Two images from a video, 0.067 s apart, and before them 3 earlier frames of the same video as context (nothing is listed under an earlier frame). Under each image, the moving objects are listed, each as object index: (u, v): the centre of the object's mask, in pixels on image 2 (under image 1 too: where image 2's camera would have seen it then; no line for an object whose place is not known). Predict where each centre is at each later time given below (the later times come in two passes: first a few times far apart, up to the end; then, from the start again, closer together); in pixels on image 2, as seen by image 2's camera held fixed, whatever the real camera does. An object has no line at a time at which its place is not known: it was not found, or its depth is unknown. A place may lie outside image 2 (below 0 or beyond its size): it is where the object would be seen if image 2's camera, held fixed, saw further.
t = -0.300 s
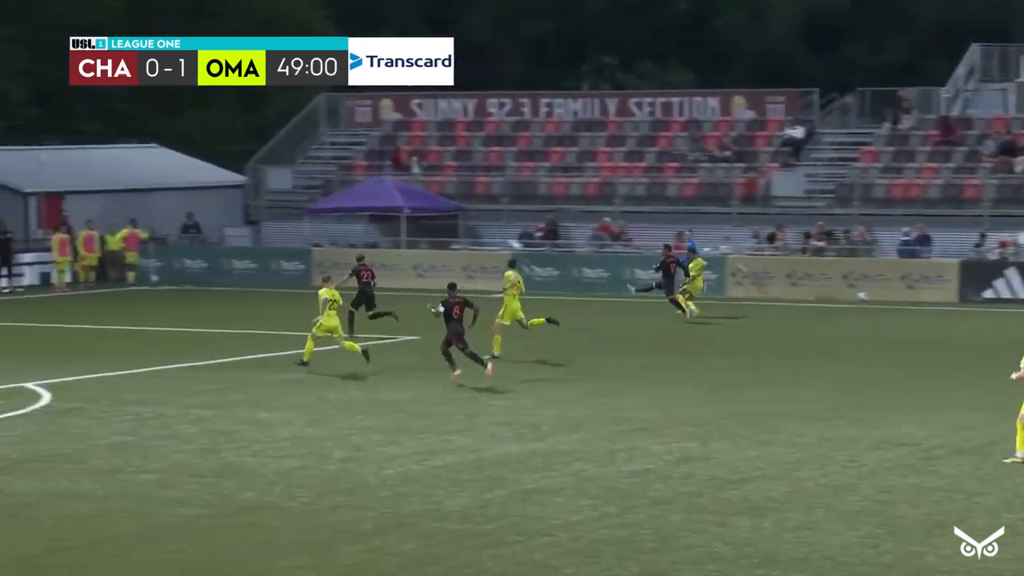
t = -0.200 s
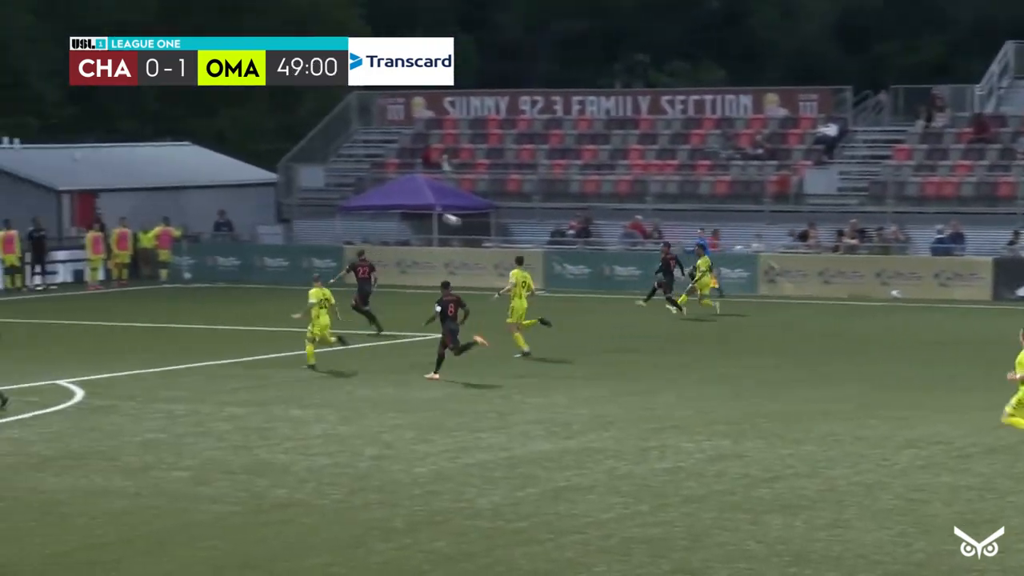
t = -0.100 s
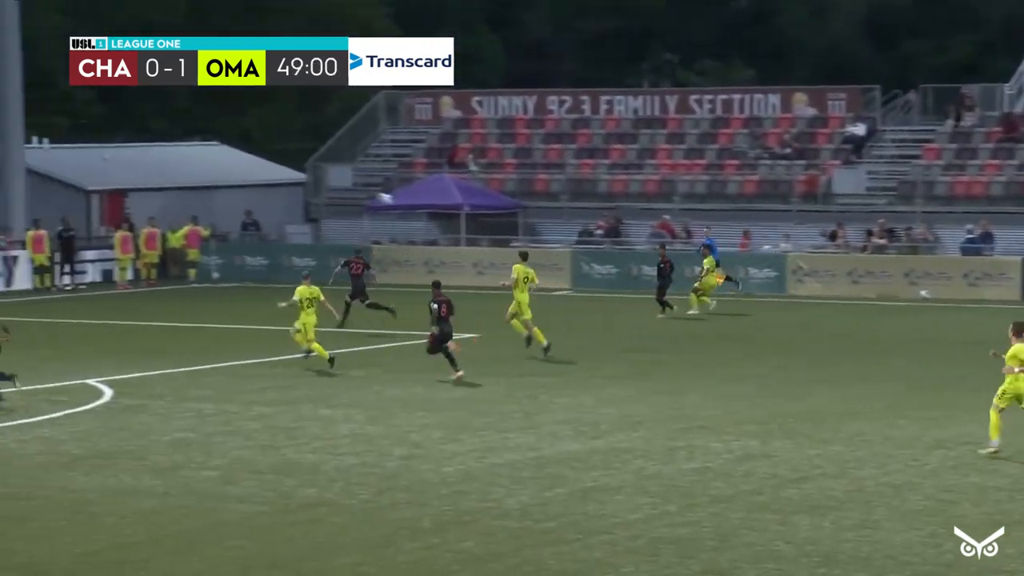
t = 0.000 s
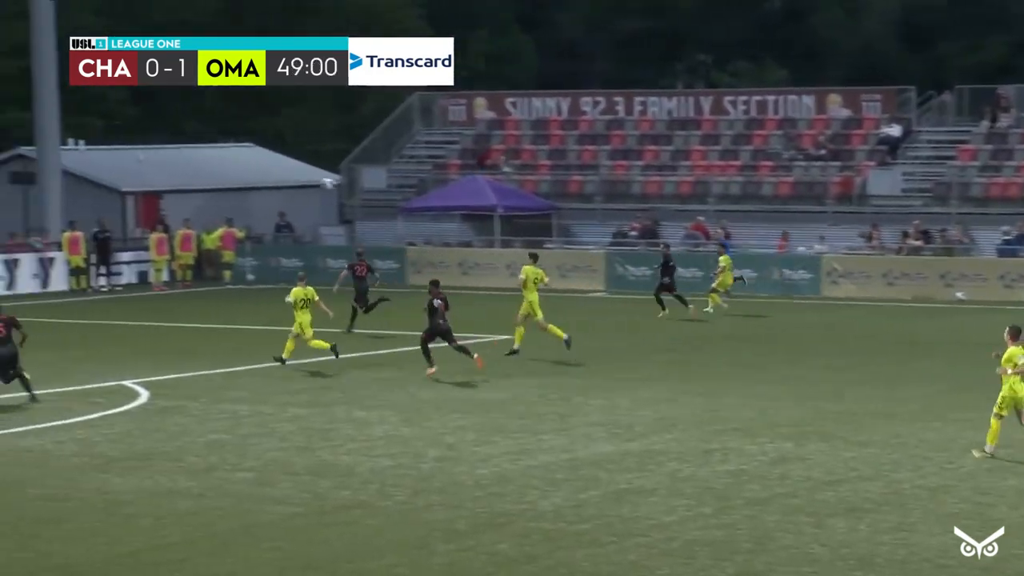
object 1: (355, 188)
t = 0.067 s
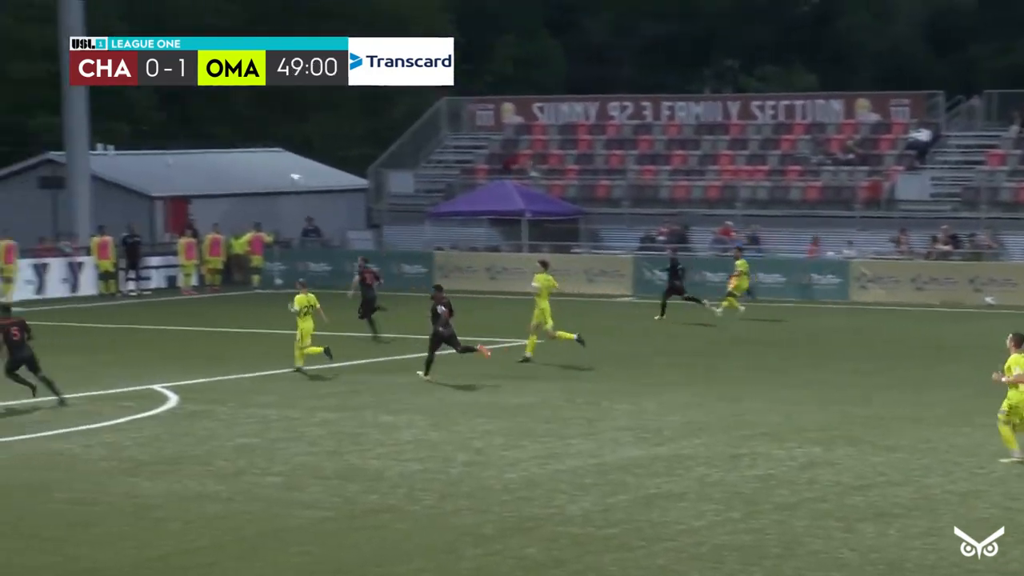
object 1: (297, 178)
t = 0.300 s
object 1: (91, 161)
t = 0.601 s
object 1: (-179, 171)
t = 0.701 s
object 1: (-278, 184)
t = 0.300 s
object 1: (91, 161)
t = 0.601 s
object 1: (-179, 171)
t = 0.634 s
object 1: (-211, 175)
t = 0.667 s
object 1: (-243, 179)
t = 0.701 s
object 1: (-278, 184)
